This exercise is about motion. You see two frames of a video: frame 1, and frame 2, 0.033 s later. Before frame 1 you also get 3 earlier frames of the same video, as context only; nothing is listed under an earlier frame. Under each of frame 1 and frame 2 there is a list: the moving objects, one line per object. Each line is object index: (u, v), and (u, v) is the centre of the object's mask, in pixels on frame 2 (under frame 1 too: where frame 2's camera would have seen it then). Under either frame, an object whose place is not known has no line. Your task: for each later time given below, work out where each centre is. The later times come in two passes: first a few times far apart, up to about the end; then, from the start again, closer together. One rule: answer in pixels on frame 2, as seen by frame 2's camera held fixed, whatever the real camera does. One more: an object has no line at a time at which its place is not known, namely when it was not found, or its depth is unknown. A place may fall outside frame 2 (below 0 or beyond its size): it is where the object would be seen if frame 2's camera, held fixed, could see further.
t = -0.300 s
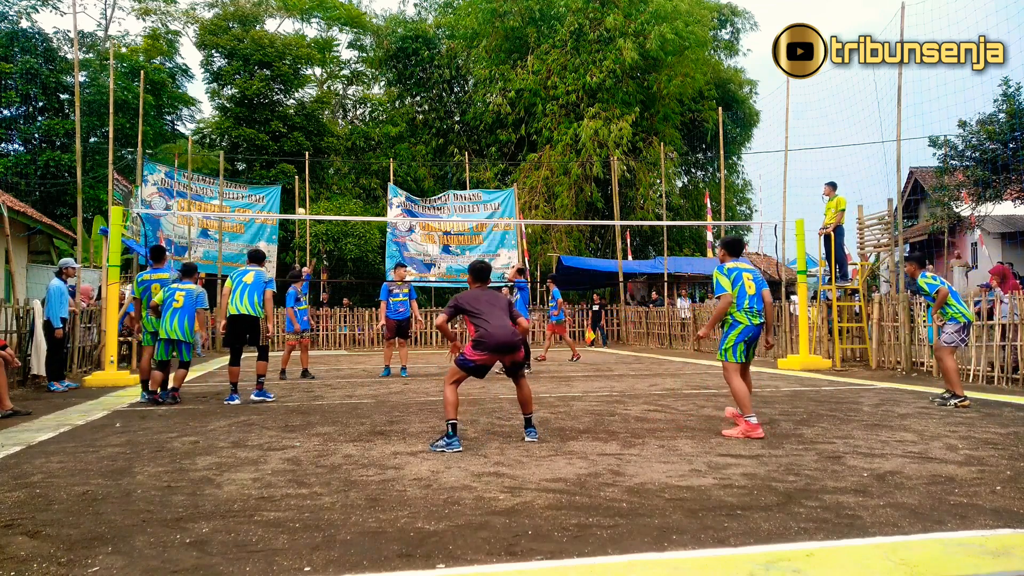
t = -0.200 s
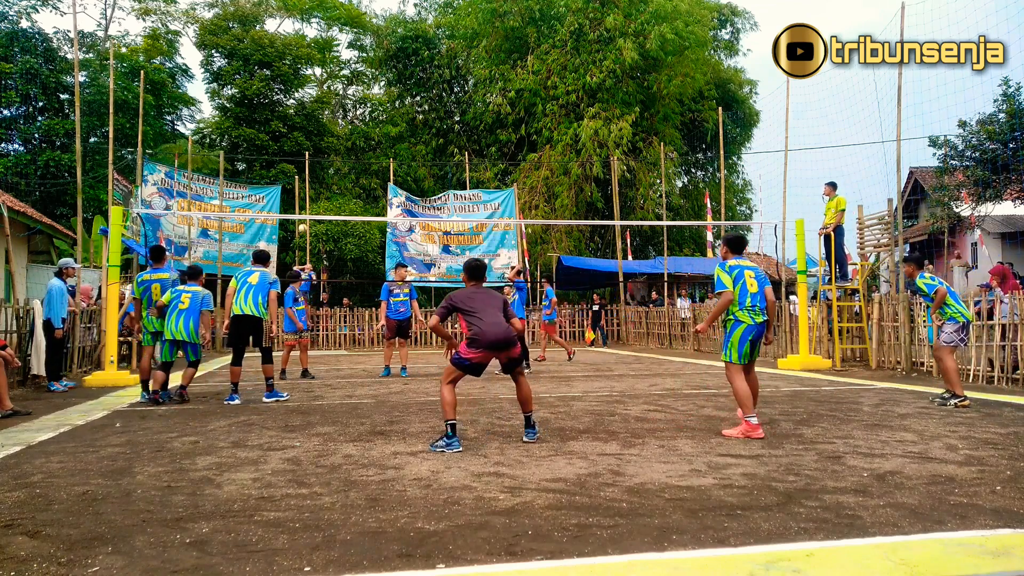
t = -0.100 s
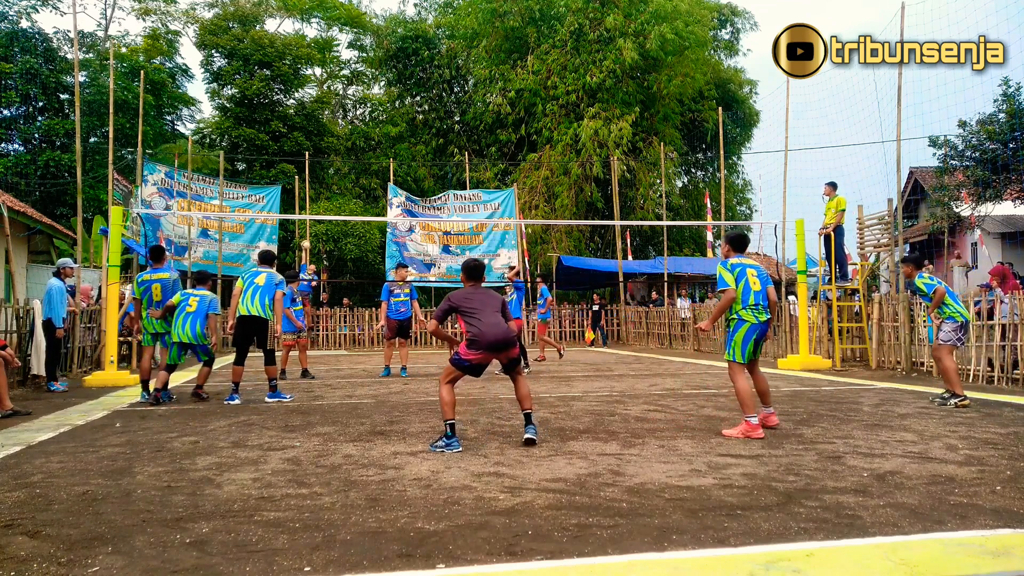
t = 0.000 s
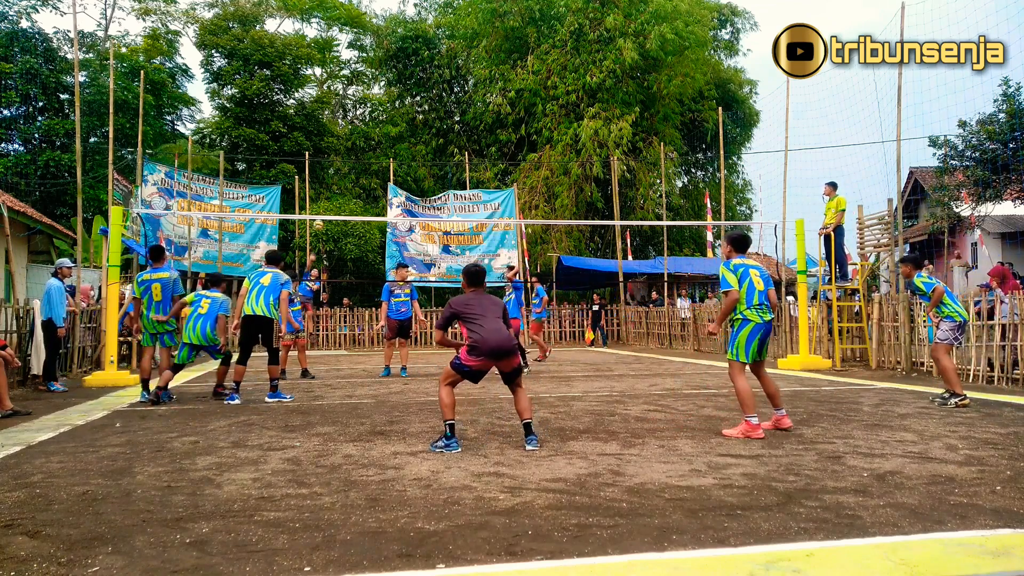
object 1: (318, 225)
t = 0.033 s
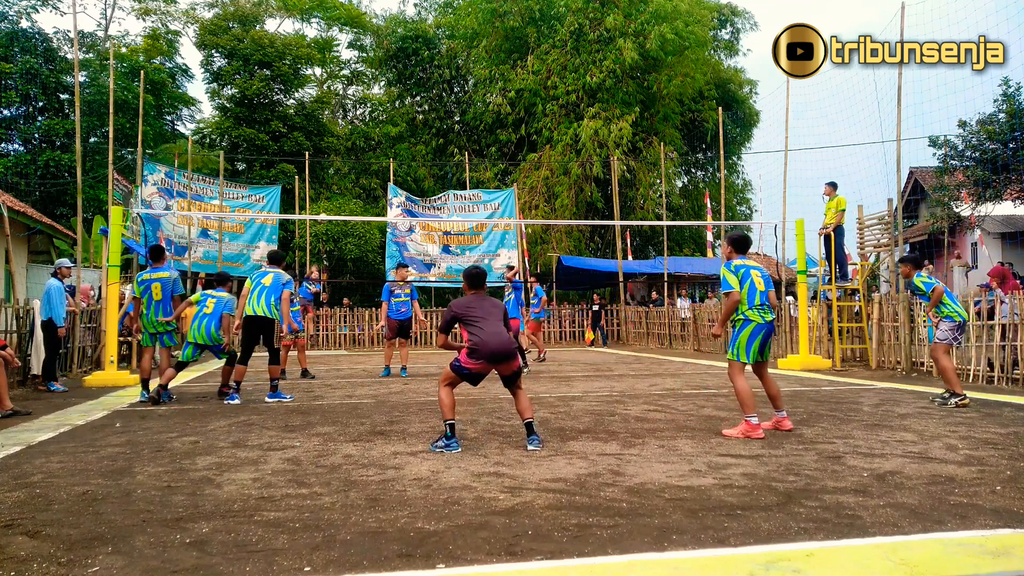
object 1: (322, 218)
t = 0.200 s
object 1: (349, 195)
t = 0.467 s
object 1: (412, 188)
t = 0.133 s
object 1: (337, 203)
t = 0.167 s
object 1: (343, 199)
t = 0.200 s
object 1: (349, 195)
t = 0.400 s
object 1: (393, 185)
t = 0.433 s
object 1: (403, 186)
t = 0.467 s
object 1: (412, 188)
